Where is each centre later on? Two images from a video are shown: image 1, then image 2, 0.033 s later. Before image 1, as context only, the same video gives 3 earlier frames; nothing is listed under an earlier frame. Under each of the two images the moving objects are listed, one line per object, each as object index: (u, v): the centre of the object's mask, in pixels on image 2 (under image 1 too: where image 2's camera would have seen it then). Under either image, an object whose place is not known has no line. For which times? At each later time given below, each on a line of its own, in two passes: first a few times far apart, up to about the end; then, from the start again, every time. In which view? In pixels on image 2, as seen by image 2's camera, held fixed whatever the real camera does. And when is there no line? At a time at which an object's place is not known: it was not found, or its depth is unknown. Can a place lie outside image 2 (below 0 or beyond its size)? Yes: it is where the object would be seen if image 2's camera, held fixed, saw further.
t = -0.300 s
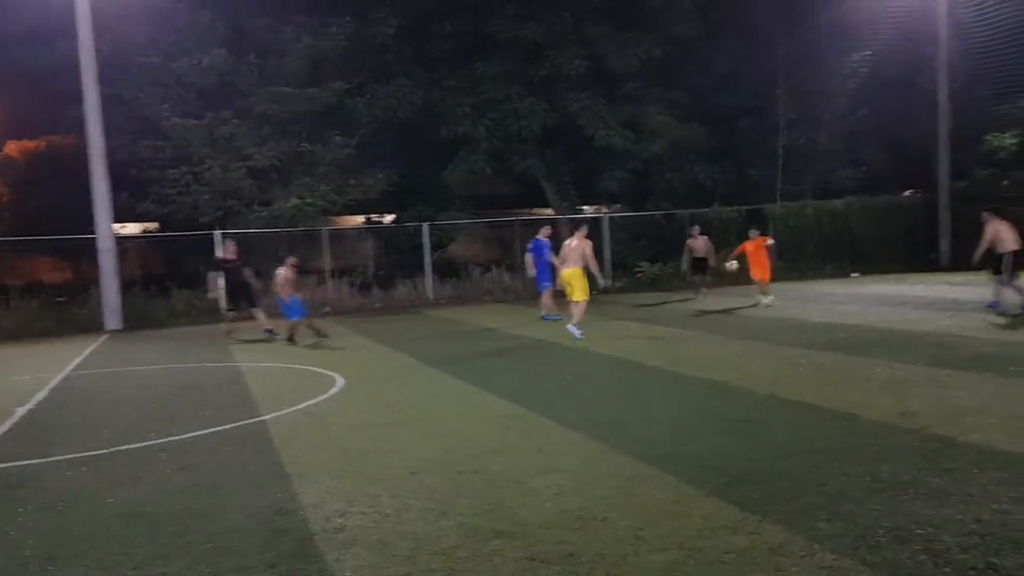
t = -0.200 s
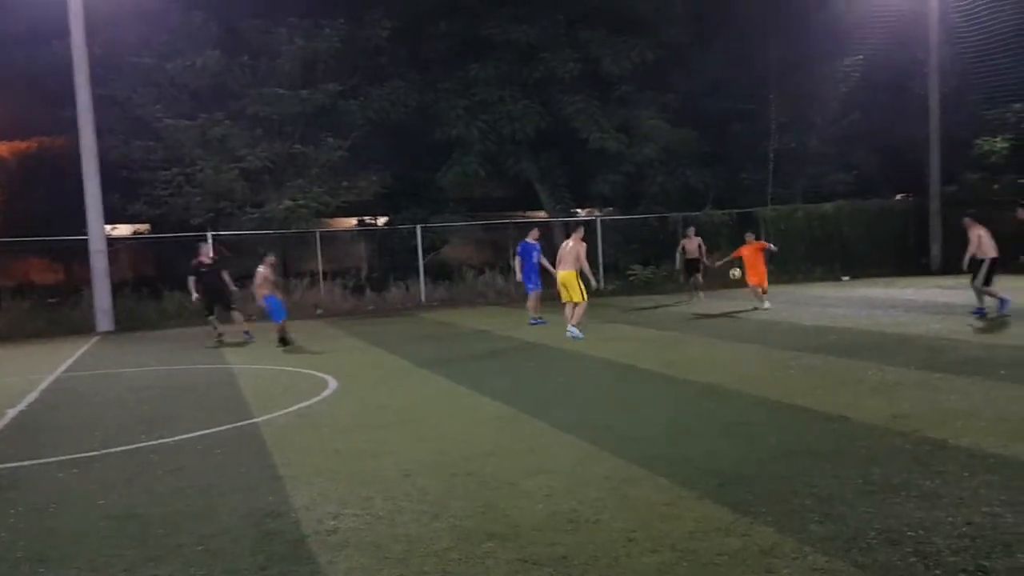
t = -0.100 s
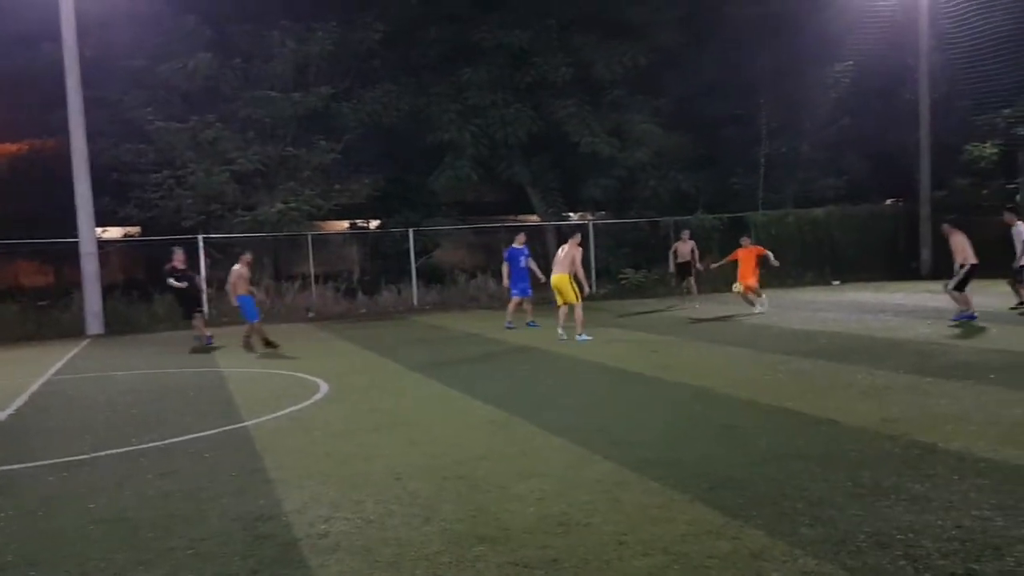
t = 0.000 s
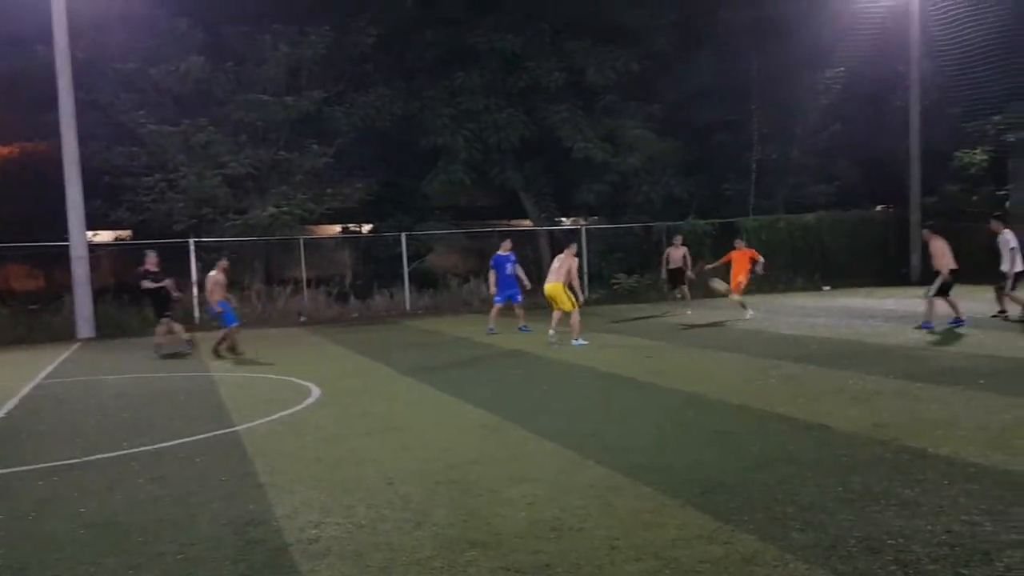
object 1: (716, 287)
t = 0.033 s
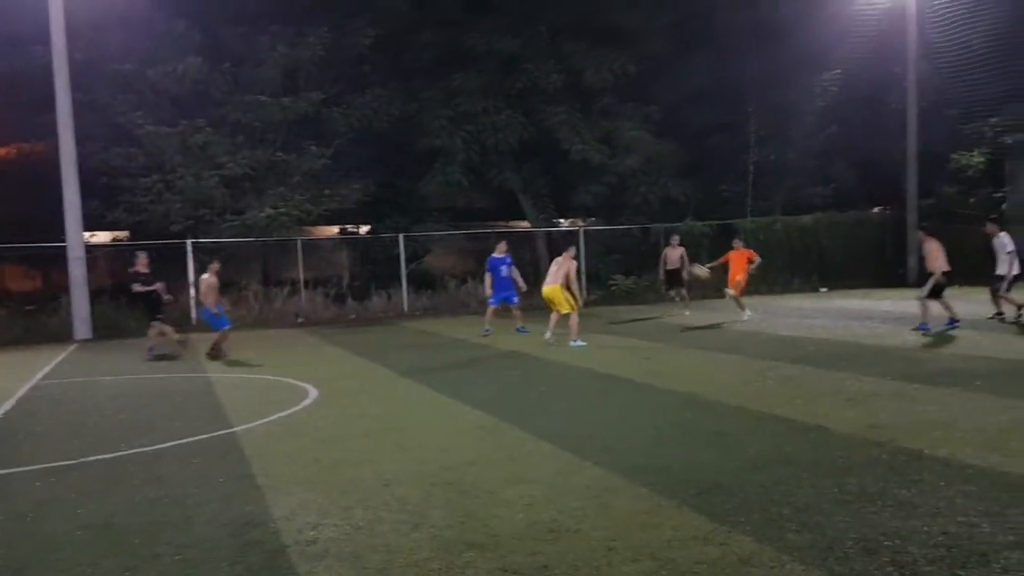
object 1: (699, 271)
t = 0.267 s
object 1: (577, 172)
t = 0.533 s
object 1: (426, 89)
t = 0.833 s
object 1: (239, 40)
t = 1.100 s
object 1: (64, 48)
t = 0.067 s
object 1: (687, 256)
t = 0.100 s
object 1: (663, 239)
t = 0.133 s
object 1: (649, 226)
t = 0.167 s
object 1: (631, 212)
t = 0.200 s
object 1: (613, 198)
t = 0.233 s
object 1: (595, 185)
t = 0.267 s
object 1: (577, 172)
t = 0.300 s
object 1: (559, 160)
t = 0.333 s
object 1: (541, 148)
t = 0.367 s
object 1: (522, 137)
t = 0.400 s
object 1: (504, 126)
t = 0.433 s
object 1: (484, 116)
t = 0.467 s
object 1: (465, 106)
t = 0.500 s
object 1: (445, 97)
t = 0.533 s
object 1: (426, 89)
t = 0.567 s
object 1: (406, 81)
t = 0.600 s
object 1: (386, 74)
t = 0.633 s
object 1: (365, 67)
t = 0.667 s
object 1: (345, 61)
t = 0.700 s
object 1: (324, 55)
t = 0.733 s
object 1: (303, 51)
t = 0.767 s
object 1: (282, 47)
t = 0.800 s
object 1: (261, 43)
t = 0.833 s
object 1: (239, 40)
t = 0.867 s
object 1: (219, 40)
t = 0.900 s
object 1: (198, 39)
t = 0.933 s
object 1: (176, 38)
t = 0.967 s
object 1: (154, 38)
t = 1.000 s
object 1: (132, 39)
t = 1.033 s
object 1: (109, 42)
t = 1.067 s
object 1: (87, 44)
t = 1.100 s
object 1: (64, 48)
